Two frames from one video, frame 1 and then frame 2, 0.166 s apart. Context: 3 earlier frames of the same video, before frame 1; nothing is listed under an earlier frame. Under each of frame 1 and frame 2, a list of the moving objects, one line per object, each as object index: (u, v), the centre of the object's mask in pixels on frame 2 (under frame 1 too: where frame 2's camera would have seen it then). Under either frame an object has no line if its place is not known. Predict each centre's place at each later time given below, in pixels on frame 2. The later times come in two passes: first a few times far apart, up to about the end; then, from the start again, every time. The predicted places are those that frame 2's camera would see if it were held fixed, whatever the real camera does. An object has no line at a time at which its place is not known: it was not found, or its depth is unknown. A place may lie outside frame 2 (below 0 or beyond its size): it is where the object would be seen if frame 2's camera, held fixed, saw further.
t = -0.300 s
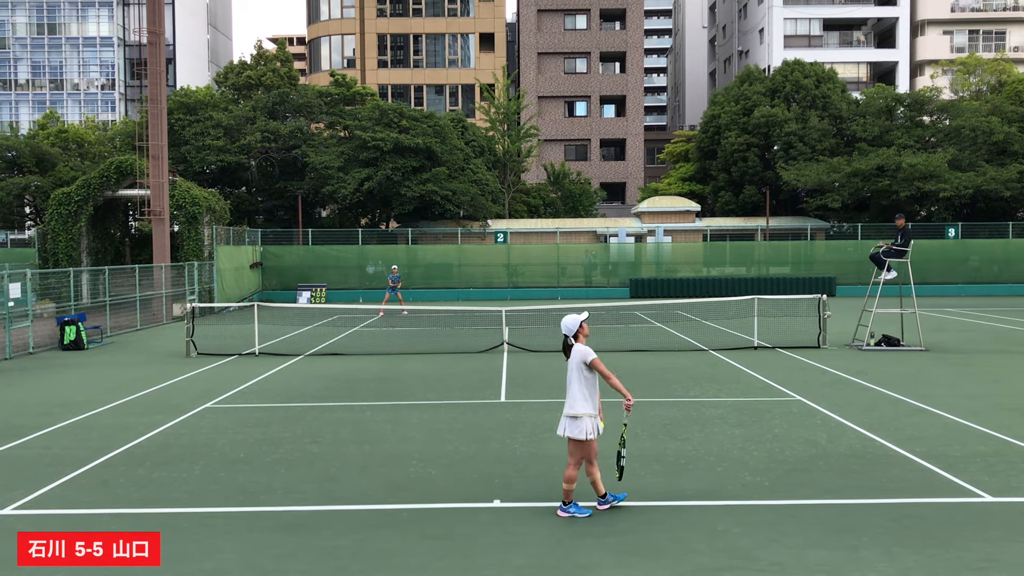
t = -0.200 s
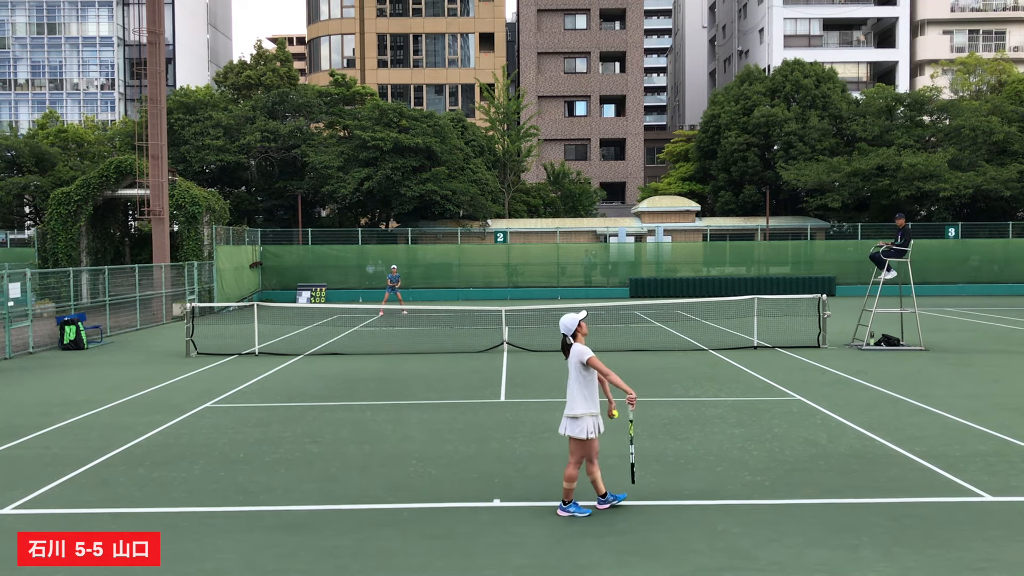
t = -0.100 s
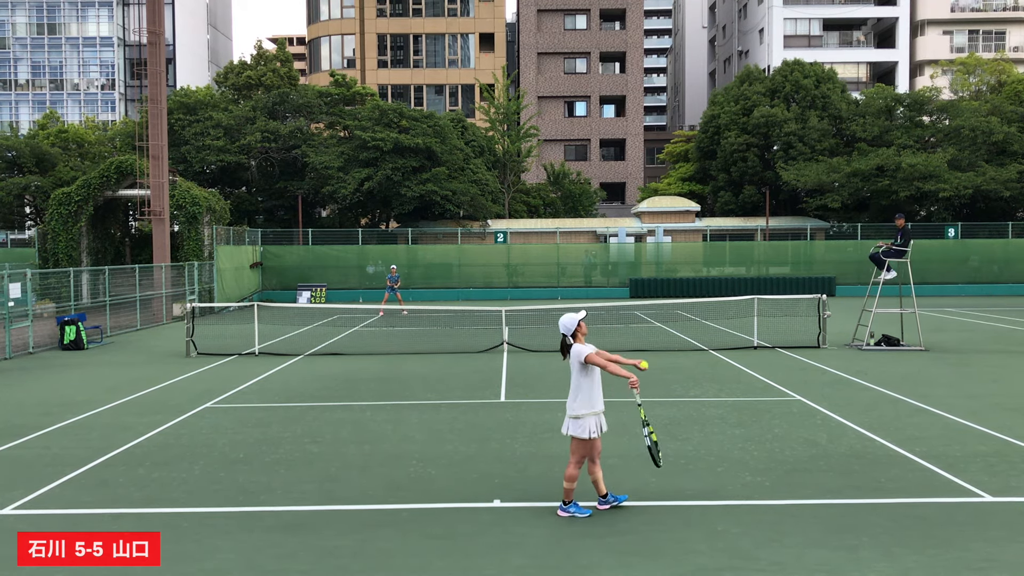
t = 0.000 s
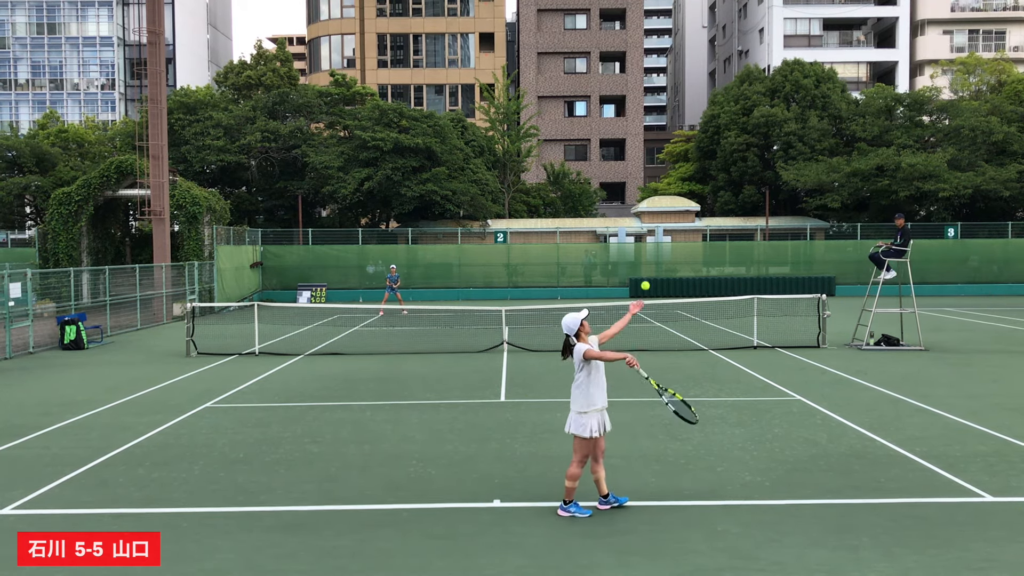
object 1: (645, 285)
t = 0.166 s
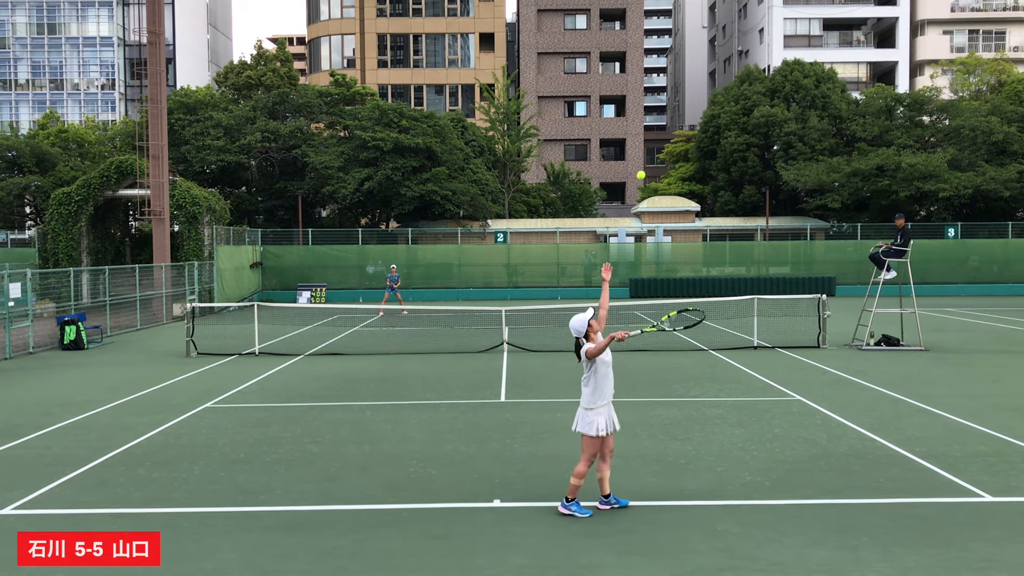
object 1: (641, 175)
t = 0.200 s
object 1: (640, 157)
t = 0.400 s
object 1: (636, 75)
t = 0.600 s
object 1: (632, 41)
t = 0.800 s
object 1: (628, 53)
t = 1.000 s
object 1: (625, 113)
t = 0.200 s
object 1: (640, 157)
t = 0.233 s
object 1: (639, 139)
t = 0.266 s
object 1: (640, 123)
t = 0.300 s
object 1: (638, 110)
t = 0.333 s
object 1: (637, 97)
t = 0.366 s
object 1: (637, 85)
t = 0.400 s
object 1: (636, 75)
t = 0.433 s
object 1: (636, 66)
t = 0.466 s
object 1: (635, 58)
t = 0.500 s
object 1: (634, 51)
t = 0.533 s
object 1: (633, 46)
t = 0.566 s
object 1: (632, 43)
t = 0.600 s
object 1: (632, 41)
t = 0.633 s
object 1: (631, 39)
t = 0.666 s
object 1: (631, 39)
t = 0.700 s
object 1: (630, 41)
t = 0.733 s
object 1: (629, 43)
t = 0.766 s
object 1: (629, 47)
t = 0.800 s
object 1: (628, 53)
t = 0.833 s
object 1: (628, 60)
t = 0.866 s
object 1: (627, 68)
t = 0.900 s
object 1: (626, 77)
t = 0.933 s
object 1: (626, 88)
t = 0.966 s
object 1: (625, 100)
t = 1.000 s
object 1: (625, 113)
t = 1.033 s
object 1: (624, 127)
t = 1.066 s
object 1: (624, 143)
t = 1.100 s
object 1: (623, 160)
